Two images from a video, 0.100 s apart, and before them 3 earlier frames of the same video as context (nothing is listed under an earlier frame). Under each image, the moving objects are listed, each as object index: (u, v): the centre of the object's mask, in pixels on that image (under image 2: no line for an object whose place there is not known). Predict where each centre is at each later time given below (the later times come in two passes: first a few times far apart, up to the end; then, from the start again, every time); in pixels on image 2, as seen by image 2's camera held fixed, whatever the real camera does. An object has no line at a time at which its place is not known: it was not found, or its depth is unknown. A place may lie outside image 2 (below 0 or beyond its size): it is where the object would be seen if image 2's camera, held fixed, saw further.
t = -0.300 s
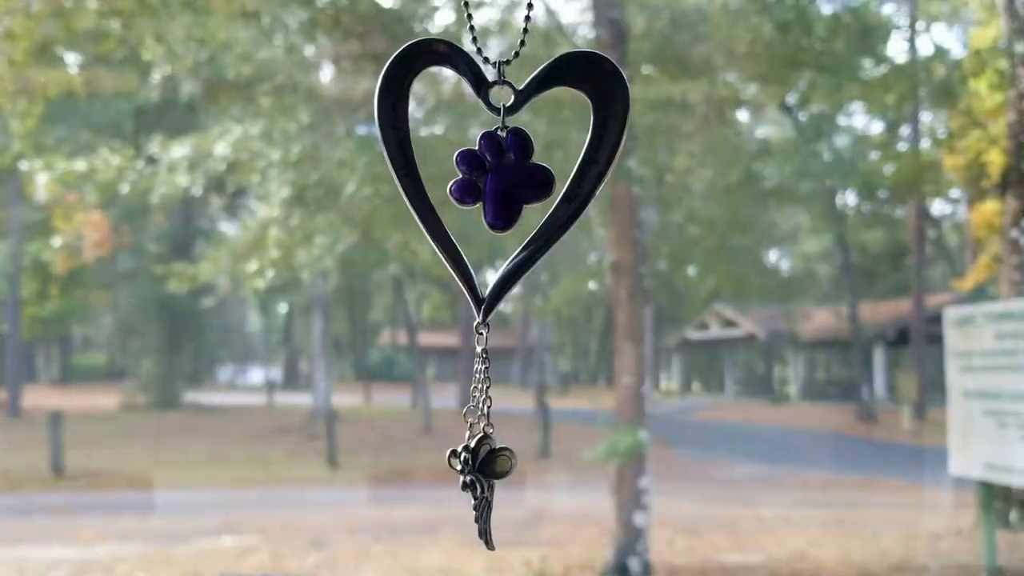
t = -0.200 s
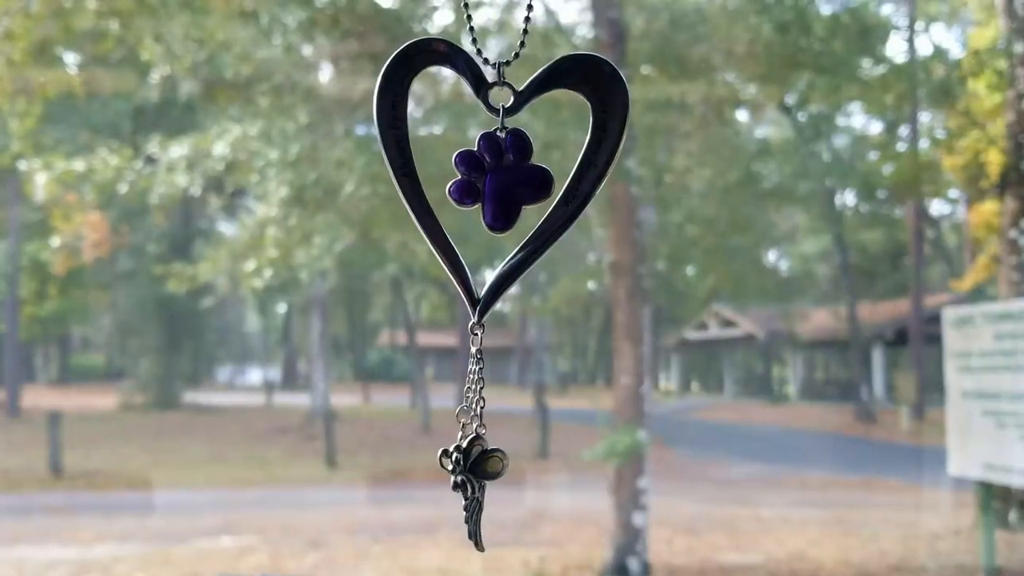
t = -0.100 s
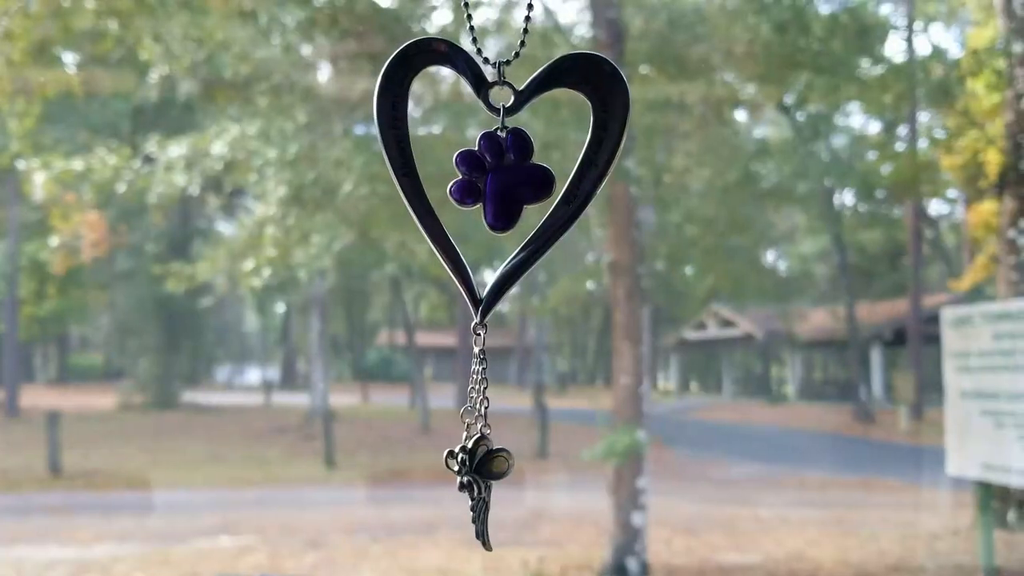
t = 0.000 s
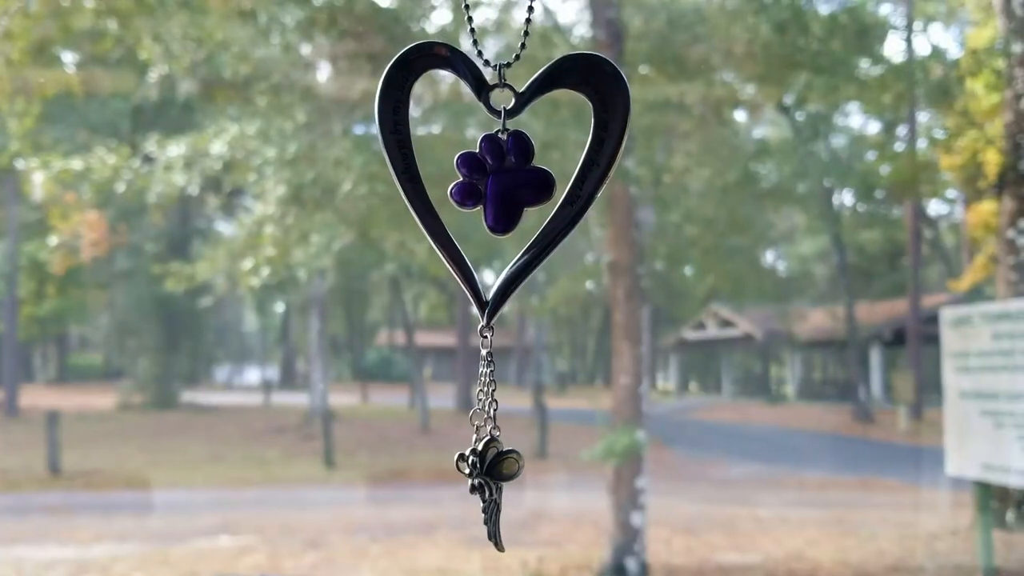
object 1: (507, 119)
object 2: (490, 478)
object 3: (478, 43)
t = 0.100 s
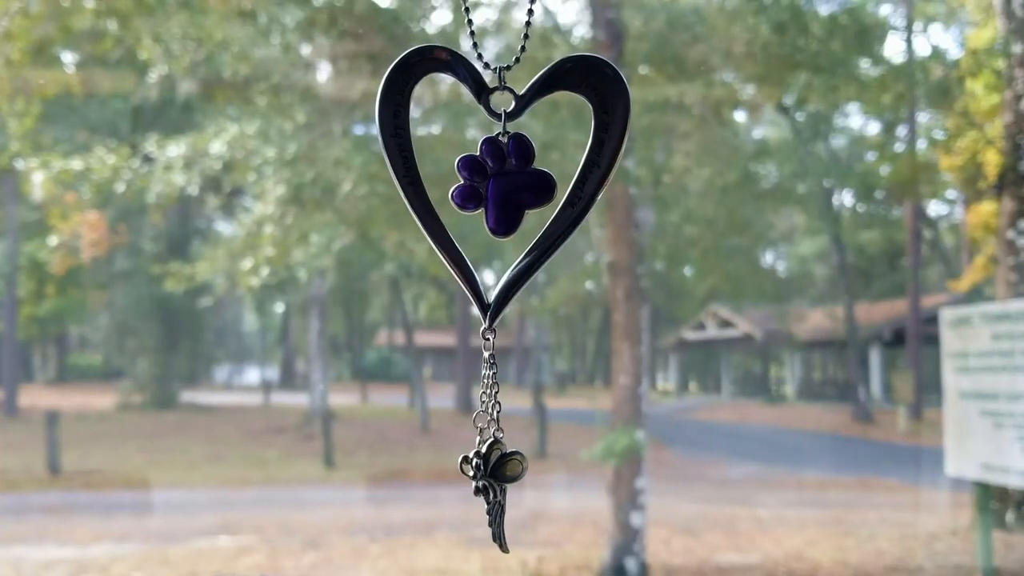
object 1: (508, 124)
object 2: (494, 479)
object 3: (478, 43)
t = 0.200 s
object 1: (508, 123)
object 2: (486, 479)
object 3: (478, 45)
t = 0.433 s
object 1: (507, 119)
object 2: (478, 479)
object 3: (478, 44)
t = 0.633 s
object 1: (512, 127)
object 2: (498, 485)
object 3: (482, 49)
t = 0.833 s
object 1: (512, 133)
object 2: (482, 489)
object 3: (483, 54)
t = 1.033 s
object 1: (512, 128)
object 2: (490, 487)
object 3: (484, 51)
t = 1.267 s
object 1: (512, 129)
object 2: (492, 486)
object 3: (484, 51)
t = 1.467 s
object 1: (513, 126)
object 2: (483, 483)
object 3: (484, 47)
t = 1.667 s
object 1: (516, 124)
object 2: (500, 486)
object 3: (487, 48)
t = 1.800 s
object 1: (519, 130)
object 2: (497, 487)
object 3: (489, 52)
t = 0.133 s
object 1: (509, 124)
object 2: (492, 480)
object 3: (478, 44)
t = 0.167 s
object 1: (509, 124)
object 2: (490, 480)
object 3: (478, 43)
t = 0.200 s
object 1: (508, 123)
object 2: (486, 479)
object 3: (478, 45)
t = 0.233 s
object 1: (509, 123)
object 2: (482, 479)
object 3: (478, 43)
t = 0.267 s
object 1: (508, 123)
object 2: (479, 479)
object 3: (479, 44)
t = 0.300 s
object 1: (506, 121)
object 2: (475, 479)
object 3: (478, 43)
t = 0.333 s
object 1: (507, 120)
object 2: (474, 480)
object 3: (482, 51)
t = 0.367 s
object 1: (507, 120)
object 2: (474, 480)
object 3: (479, 42)
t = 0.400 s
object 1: (507, 120)
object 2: (475, 479)
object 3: (479, 43)
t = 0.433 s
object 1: (507, 119)
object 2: (478, 479)
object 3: (478, 44)
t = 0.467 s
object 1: (498, 121)
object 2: (481, 481)
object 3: (477, 43)
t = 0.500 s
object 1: (507, 122)
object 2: (485, 482)
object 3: (477, 45)
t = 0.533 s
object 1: (507, 123)
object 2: (489, 483)
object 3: (479, 47)
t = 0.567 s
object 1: (510, 126)
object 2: (493, 484)
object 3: (480, 47)
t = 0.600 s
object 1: (511, 127)
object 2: (497, 485)
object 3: (480, 47)
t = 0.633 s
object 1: (512, 127)
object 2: (498, 485)
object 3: (482, 49)
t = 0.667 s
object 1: (512, 129)
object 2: (497, 487)
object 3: (483, 51)
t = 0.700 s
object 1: (514, 130)
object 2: (495, 488)
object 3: (483, 51)
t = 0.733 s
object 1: (514, 131)
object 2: (492, 489)
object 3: (484, 53)
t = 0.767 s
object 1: (514, 132)
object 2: (489, 488)
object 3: (483, 53)
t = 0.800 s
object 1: (512, 131)
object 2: (485, 488)
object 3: (483, 52)
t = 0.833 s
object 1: (512, 133)
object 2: (482, 489)
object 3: (483, 54)
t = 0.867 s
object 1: (513, 133)
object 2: (481, 490)
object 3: (483, 54)
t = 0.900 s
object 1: (511, 132)
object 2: (480, 489)
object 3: (483, 55)
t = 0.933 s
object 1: (512, 131)
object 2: (481, 488)
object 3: (482, 52)
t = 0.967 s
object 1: (512, 130)
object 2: (483, 487)
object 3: (482, 49)
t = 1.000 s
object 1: (513, 128)
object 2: (487, 486)
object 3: (483, 50)
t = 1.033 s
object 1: (512, 128)
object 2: (490, 487)
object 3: (484, 51)
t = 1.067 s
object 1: (512, 129)
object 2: (493, 488)
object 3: (483, 50)
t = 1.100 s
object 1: (512, 129)
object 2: (495, 487)
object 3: (482, 50)
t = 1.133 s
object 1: (512, 131)
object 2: (496, 488)
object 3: (481, 50)
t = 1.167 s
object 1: (511, 131)
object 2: (496, 487)
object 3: (481, 51)
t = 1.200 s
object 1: (512, 132)
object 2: (496, 487)
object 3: (482, 52)
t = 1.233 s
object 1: (514, 131)
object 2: (494, 487)
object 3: (483, 53)
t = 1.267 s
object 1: (512, 129)
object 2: (492, 486)
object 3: (484, 51)
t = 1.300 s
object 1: (513, 128)
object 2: (489, 485)
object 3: (484, 49)
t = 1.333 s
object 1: (514, 128)
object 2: (487, 484)
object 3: (485, 51)
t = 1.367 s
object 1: (513, 128)
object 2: (483, 484)
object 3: (483, 49)
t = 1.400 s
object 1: (512, 126)
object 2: (482, 483)
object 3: (484, 48)
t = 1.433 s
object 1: (513, 126)
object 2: (483, 482)
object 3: (484, 47)
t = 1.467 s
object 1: (513, 126)
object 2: (483, 483)
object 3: (484, 47)
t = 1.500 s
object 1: (513, 127)
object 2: (485, 484)
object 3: (487, 55)
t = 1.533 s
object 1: (513, 127)
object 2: (488, 485)
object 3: (487, 54)
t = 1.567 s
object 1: (513, 125)
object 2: (491, 485)
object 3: (488, 55)
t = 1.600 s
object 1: (514, 125)
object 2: (493, 486)
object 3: (488, 56)
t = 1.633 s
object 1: (516, 125)
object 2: (497, 486)
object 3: (489, 56)
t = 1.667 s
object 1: (516, 124)
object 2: (500, 486)
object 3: (487, 48)
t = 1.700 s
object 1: (518, 125)
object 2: (500, 485)
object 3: (490, 55)
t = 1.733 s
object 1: (517, 127)
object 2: (500, 485)
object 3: (491, 56)
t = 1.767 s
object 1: (518, 127)
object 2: (499, 484)
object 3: (488, 49)
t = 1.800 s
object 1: (519, 130)
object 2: (497, 487)
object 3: (489, 52)
